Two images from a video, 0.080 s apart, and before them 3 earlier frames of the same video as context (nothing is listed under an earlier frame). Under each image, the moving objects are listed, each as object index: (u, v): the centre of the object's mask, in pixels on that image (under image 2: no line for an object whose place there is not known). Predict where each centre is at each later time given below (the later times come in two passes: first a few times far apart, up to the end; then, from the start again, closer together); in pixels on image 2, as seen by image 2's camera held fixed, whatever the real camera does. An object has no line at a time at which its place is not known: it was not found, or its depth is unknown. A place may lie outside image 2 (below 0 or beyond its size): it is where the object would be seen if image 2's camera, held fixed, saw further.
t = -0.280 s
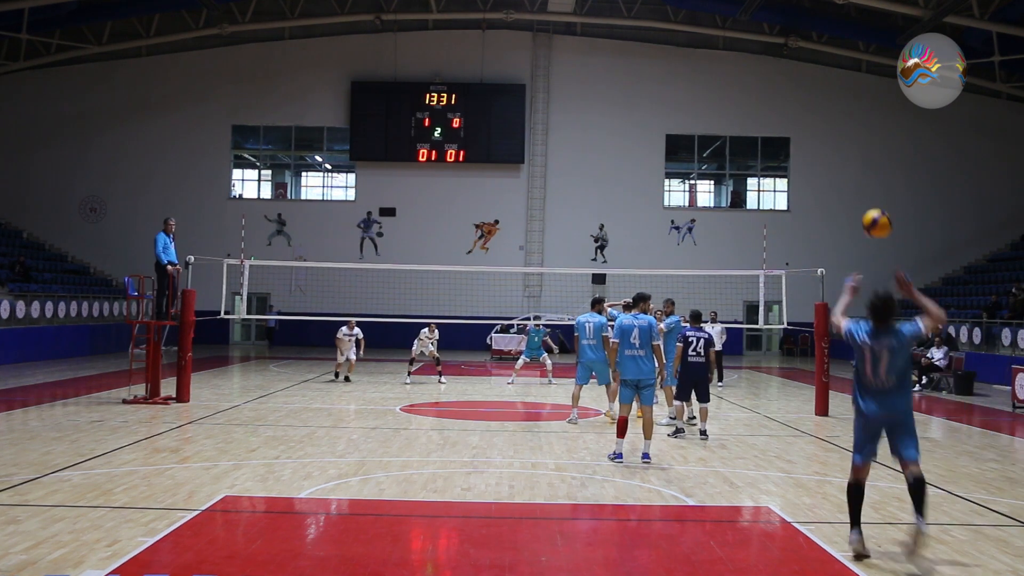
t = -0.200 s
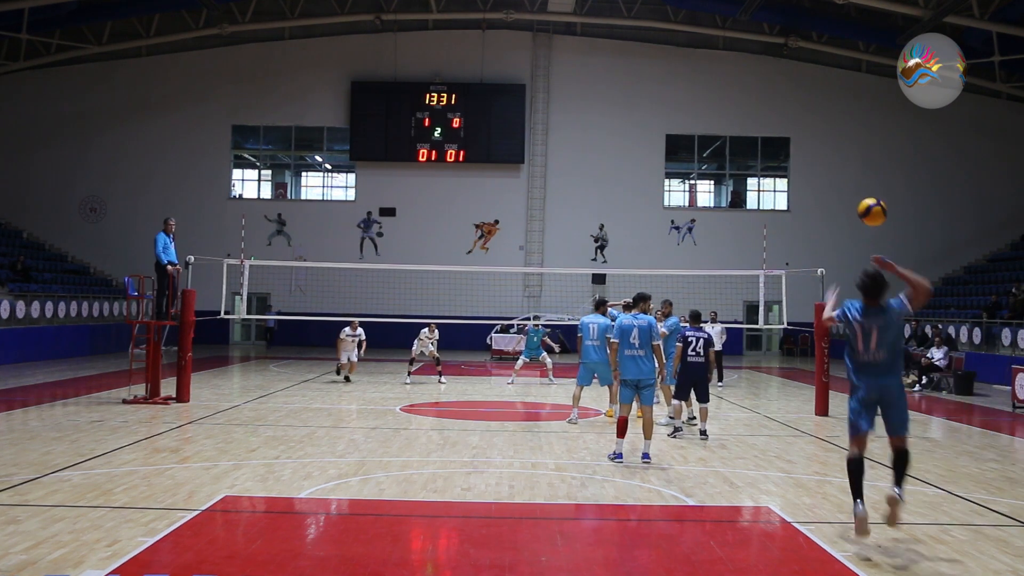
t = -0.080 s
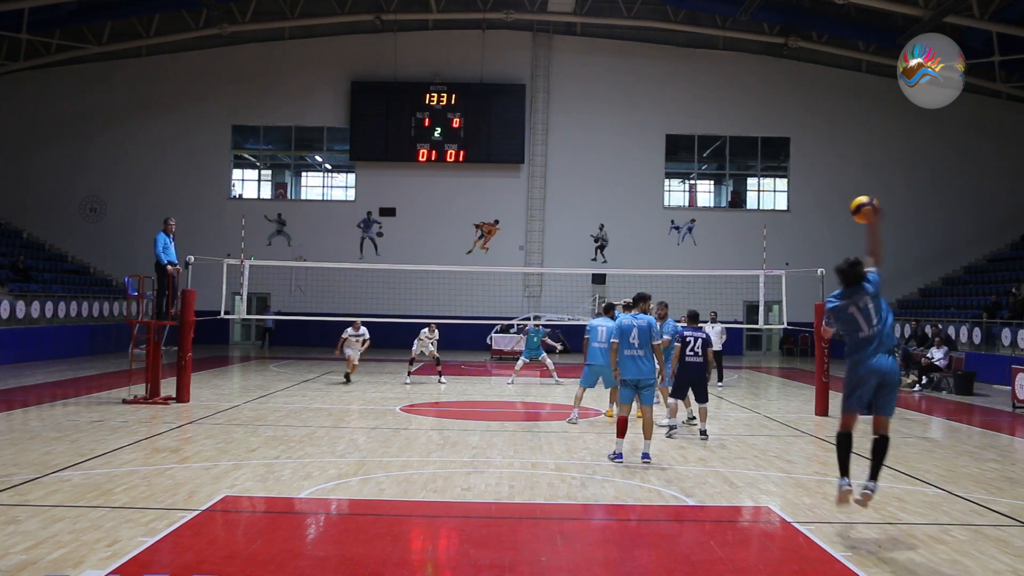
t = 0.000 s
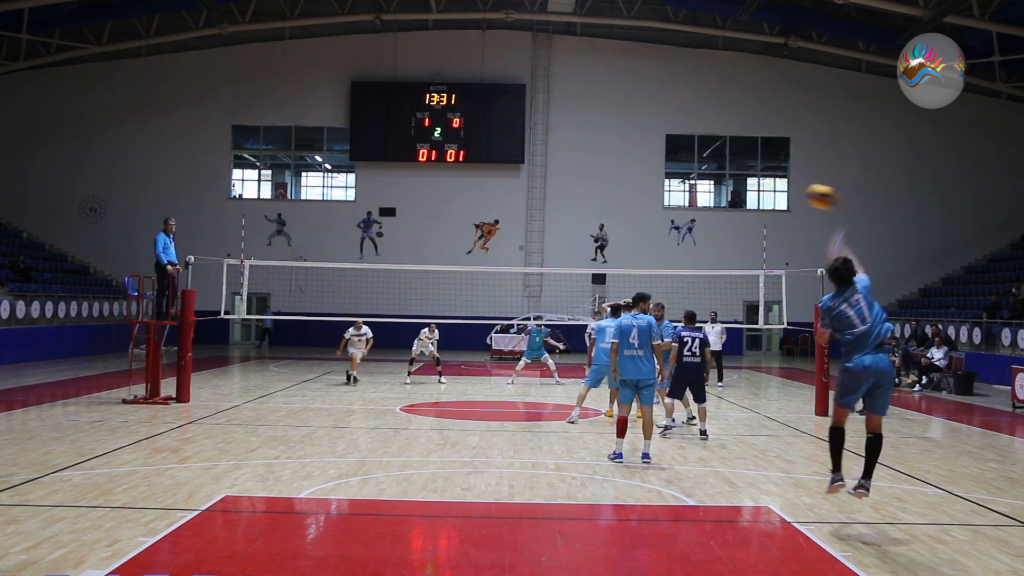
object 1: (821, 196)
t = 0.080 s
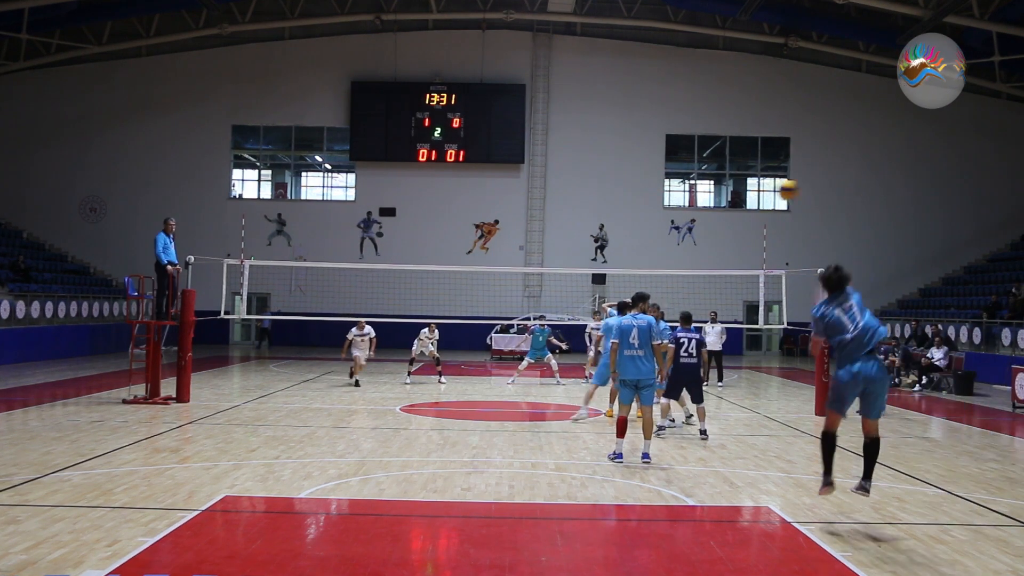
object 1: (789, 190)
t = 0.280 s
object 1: (727, 198)
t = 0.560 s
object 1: (685, 238)
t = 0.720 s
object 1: (677, 266)
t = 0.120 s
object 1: (771, 190)
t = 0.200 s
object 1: (743, 193)
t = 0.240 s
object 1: (736, 195)
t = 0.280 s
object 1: (727, 198)
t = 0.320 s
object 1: (719, 202)
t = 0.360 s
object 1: (711, 208)
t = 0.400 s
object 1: (705, 213)
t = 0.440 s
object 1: (699, 219)
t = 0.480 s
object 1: (694, 225)
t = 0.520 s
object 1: (689, 231)
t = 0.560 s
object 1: (685, 238)
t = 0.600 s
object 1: (682, 246)
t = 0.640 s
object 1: (680, 253)
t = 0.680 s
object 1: (678, 261)
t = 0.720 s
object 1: (677, 266)
